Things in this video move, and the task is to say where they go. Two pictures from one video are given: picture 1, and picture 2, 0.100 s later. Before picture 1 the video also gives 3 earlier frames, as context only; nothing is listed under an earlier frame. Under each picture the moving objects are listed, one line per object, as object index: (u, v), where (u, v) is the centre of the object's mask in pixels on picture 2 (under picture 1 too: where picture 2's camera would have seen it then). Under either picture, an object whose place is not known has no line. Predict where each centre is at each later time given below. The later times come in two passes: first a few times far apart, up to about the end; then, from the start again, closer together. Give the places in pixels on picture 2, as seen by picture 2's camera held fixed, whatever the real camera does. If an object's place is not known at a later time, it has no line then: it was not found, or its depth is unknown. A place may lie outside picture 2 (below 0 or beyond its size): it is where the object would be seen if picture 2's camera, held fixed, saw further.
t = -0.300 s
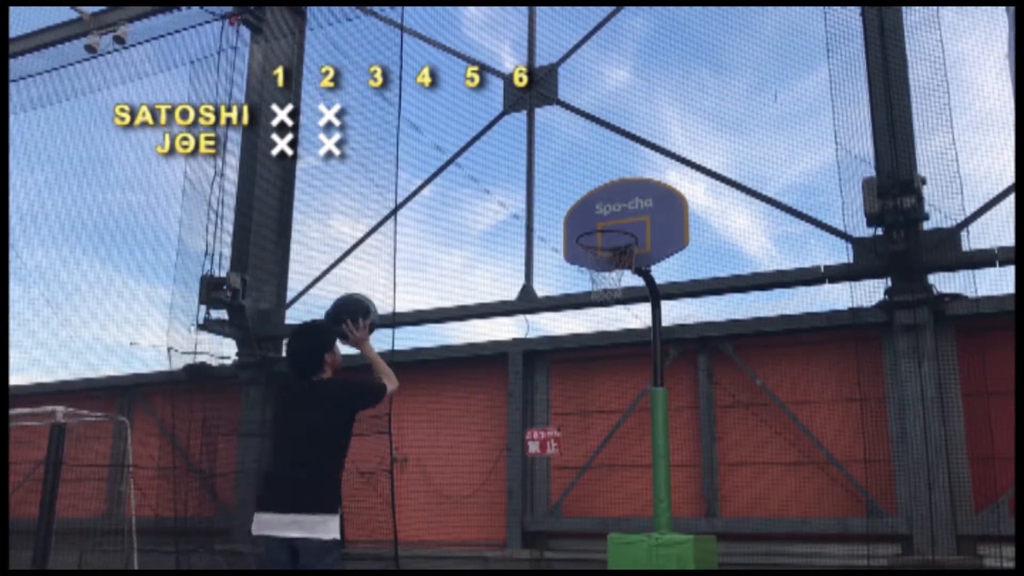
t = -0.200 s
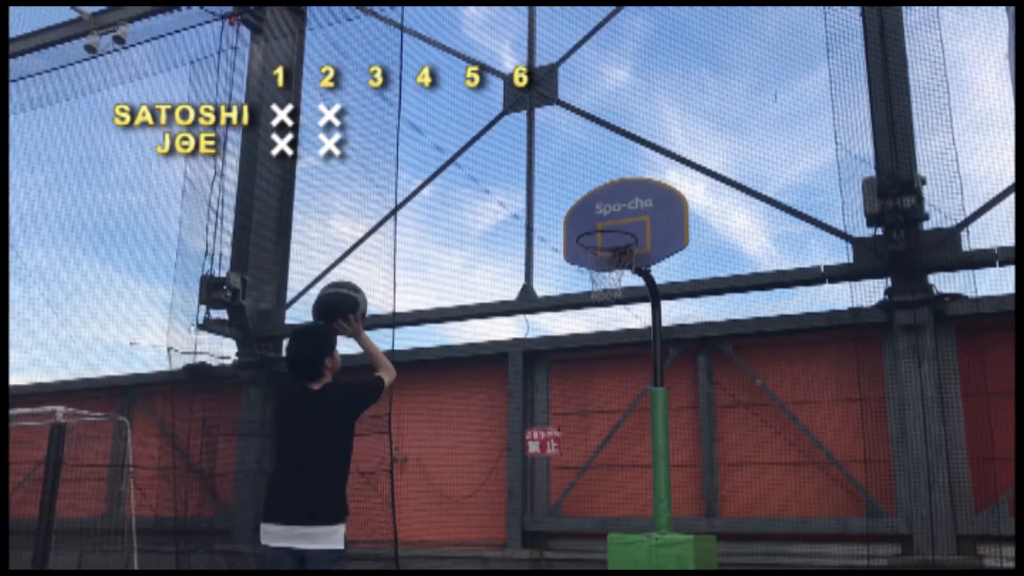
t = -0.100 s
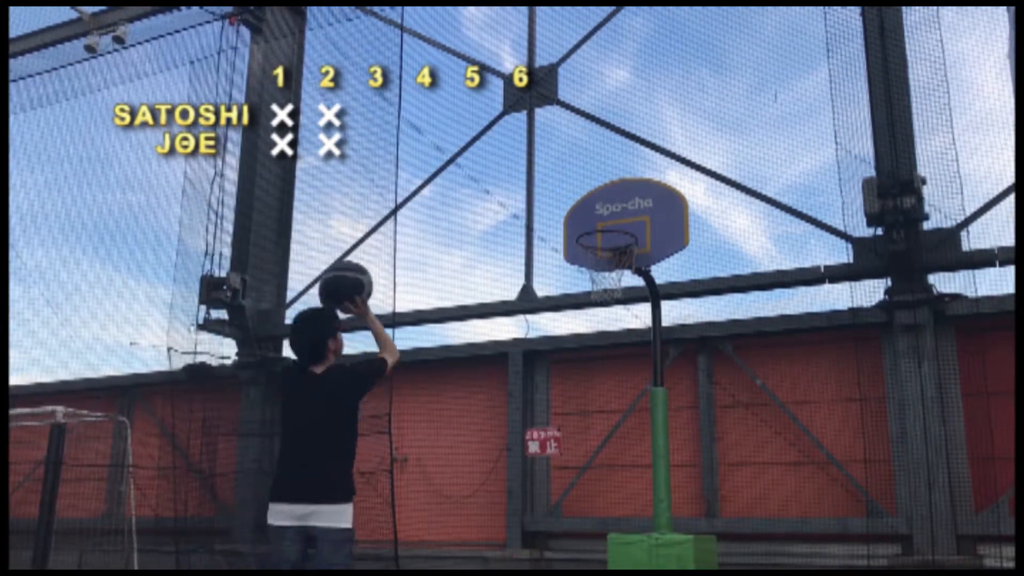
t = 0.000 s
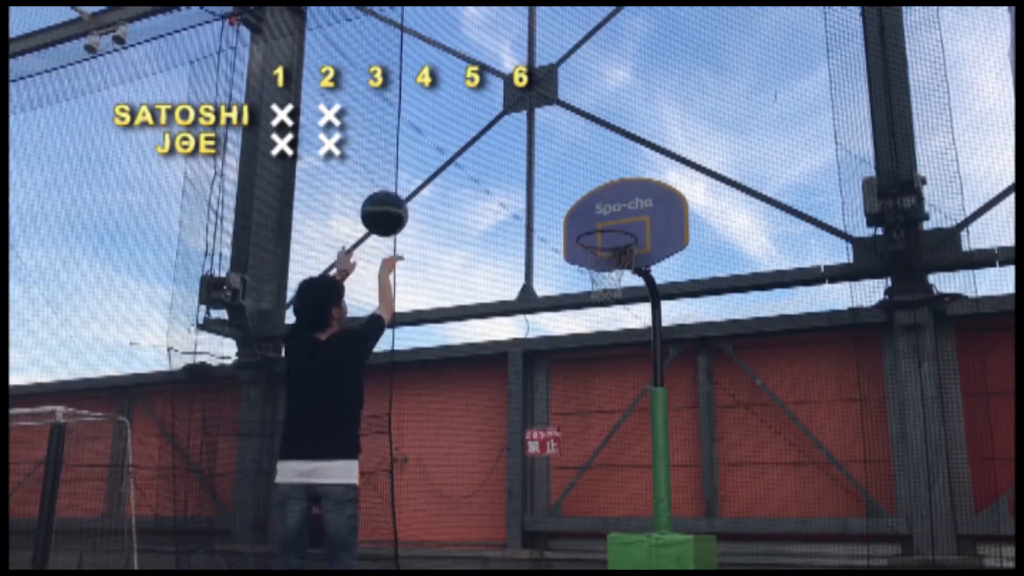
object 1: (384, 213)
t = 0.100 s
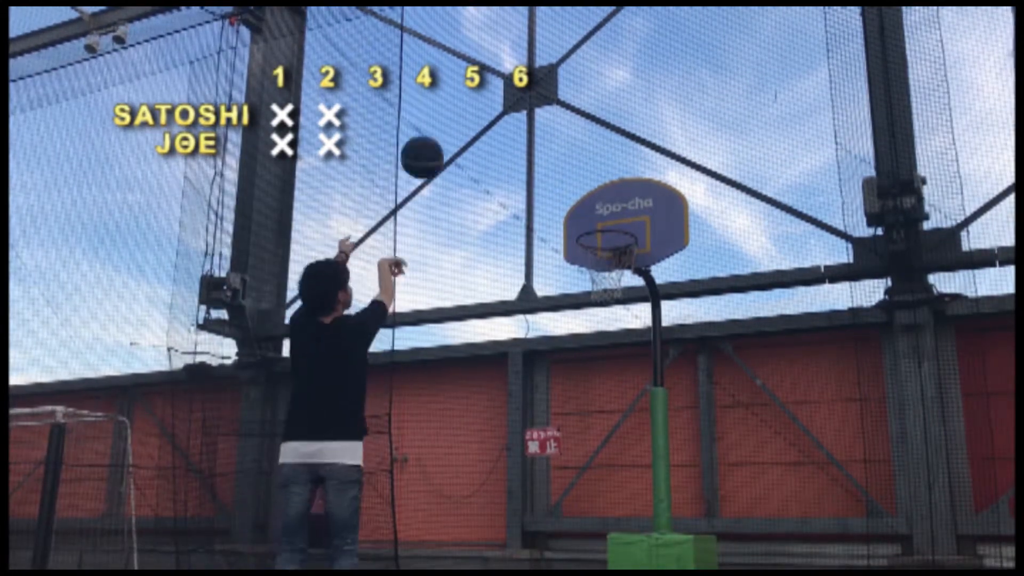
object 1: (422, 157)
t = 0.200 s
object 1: (454, 124)
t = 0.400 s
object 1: (505, 111)
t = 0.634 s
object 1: (552, 161)
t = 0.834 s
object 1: (574, 217)
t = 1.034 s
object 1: (569, 209)
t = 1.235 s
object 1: (564, 247)
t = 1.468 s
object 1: (541, 313)
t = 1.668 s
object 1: (519, 421)
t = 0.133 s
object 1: (433, 143)
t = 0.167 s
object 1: (444, 133)
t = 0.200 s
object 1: (454, 124)
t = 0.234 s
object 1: (464, 117)
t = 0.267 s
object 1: (473, 112)
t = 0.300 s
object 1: (482, 109)
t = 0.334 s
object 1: (490, 108)
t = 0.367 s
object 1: (497, 109)
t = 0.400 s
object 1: (505, 111)
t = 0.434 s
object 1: (513, 114)
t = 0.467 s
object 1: (521, 119)
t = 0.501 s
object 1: (527, 125)
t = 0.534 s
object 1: (533, 132)
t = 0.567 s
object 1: (540, 141)
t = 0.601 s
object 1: (547, 150)
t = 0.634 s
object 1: (552, 161)
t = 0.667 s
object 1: (557, 173)
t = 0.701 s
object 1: (563, 185)
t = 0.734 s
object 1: (568, 199)
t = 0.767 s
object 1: (572, 215)
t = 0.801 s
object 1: (575, 224)
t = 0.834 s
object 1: (574, 217)
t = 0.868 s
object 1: (573, 212)
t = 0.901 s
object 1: (573, 209)
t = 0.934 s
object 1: (572, 207)
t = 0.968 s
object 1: (571, 206)
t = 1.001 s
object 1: (571, 207)
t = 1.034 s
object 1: (569, 209)
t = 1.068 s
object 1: (568, 212)
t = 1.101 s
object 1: (567, 216)
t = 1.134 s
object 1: (566, 222)
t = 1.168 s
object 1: (566, 229)
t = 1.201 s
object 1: (564, 236)
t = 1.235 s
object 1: (564, 247)
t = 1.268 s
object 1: (562, 256)
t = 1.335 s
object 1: (555, 270)
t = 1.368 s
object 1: (552, 278)
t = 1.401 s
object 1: (549, 288)
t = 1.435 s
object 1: (546, 299)
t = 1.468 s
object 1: (541, 313)
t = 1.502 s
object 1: (539, 326)
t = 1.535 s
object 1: (535, 340)
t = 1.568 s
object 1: (531, 360)
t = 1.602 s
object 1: (527, 379)
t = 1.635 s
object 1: (522, 399)
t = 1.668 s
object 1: (519, 421)
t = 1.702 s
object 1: (516, 446)
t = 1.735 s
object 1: (511, 472)
